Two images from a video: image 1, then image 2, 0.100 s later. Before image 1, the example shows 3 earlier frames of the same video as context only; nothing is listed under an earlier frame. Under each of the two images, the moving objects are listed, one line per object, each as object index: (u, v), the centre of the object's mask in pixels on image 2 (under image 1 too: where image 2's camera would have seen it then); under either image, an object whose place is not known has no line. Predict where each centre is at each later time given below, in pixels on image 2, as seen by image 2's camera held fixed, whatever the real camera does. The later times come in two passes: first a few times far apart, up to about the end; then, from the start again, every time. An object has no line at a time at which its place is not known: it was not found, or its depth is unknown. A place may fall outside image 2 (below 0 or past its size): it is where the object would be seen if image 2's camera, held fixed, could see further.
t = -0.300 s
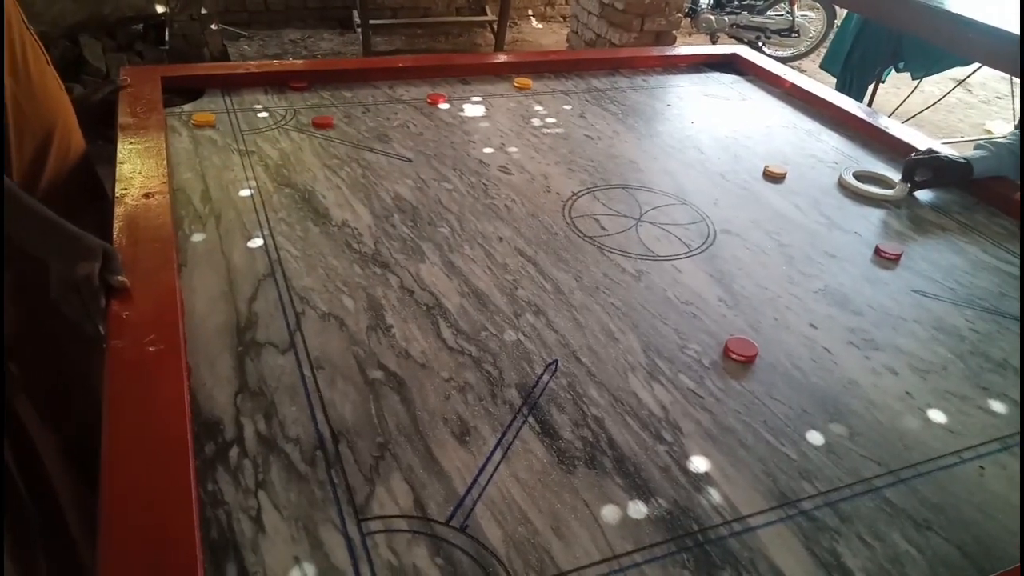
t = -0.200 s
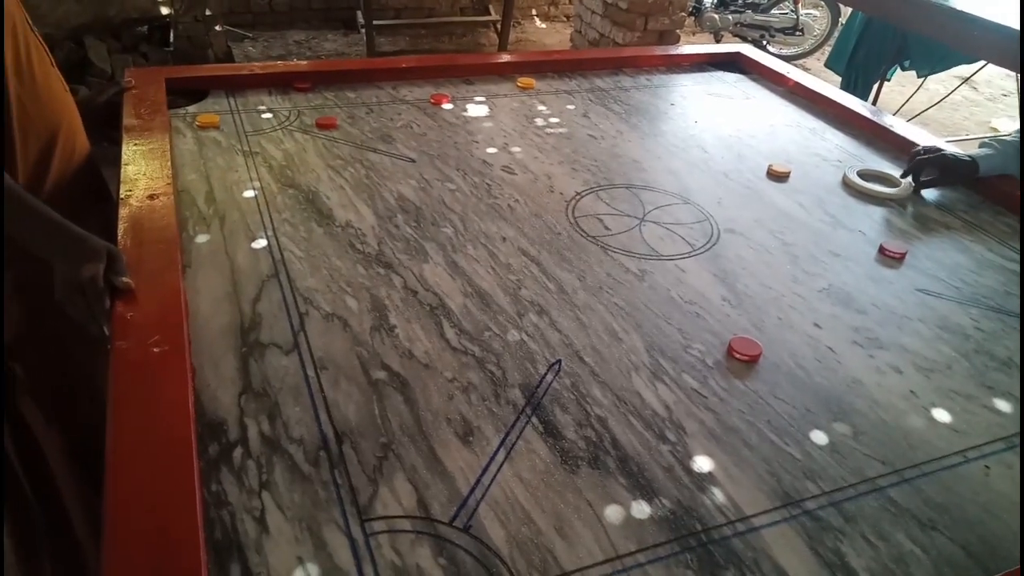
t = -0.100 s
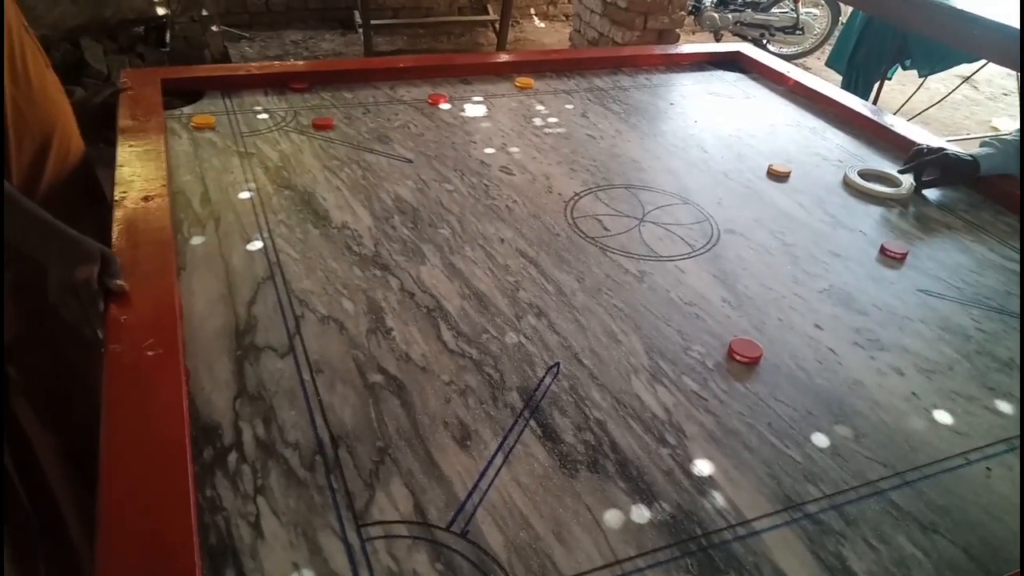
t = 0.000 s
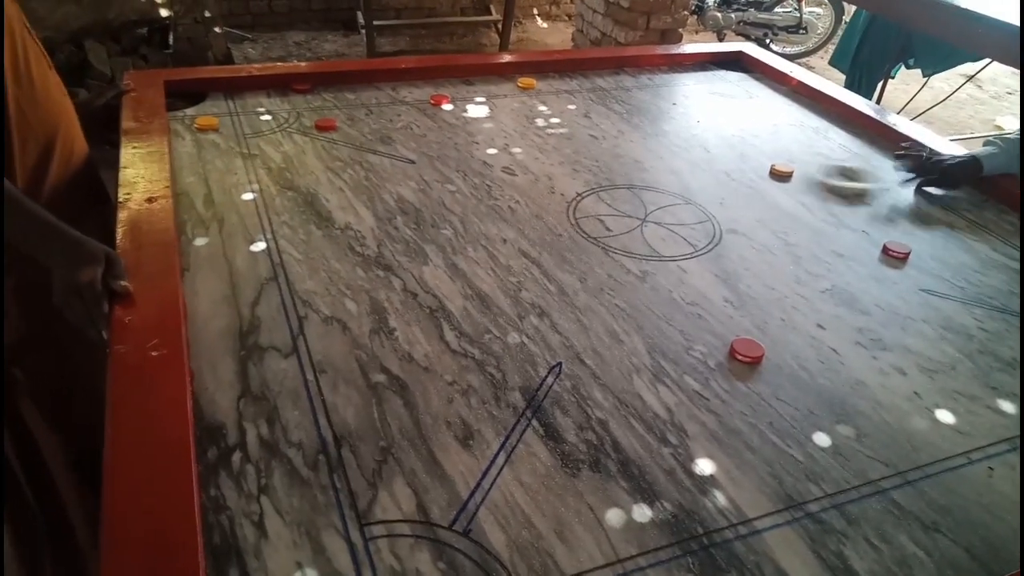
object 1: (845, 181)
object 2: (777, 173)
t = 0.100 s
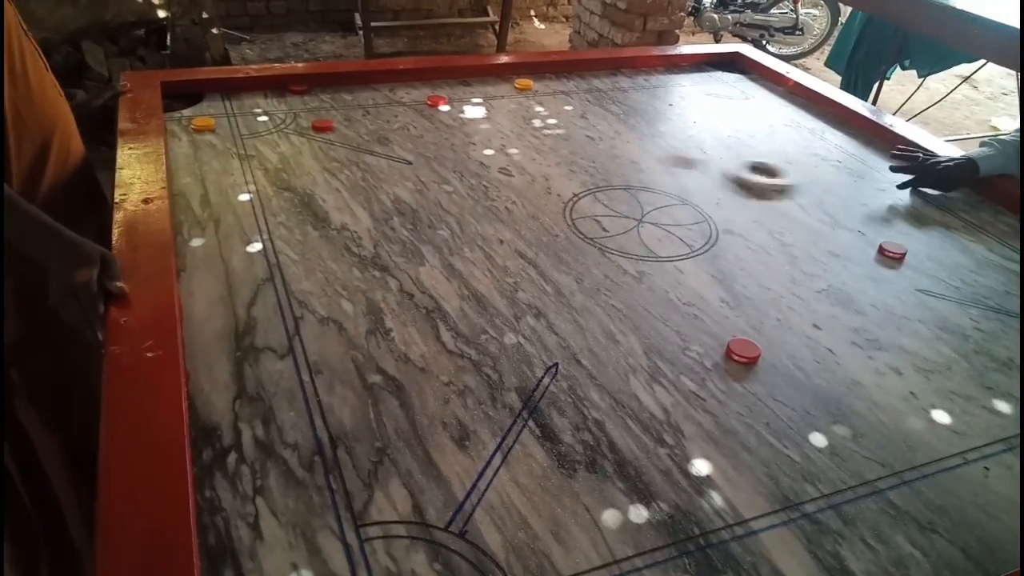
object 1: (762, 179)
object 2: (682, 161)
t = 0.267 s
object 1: (639, 170)
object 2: (506, 130)
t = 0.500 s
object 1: (476, 156)
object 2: (305, 98)
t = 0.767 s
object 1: (292, 143)
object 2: (188, 117)
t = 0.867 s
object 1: (235, 140)
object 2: (197, 114)
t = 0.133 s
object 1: (738, 177)
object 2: (644, 155)
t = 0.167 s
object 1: (713, 176)
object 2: (610, 148)
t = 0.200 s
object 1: (689, 174)
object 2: (575, 141)
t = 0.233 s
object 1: (663, 171)
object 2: (539, 135)
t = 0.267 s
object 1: (639, 170)
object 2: (506, 130)
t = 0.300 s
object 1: (616, 166)
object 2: (473, 121)
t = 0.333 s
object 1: (593, 164)
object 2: (444, 120)
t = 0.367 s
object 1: (570, 163)
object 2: (414, 115)
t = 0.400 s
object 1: (549, 161)
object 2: (384, 112)
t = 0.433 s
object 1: (525, 160)
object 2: (356, 106)
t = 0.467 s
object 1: (499, 159)
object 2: (331, 102)
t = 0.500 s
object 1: (476, 156)
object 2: (305, 98)
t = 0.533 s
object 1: (452, 155)
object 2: (281, 96)
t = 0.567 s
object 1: (431, 153)
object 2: (256, 92)
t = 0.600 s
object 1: (409, 151)
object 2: (238, 95)
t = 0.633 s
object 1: (384, 150)
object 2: (222, 100)
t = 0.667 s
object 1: (361, 148)
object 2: (207, 106)
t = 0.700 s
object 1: (338, 146)
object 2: (188, 111)
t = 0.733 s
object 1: (316, 145)
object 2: (180, 116)
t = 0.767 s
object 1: (292, 143)
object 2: (188, 117)
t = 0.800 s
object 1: (270, 141)
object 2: (191, 117)
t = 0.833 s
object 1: (251, 140)
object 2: (194, 115)
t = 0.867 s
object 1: (235, 140)
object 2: (197, 114)
